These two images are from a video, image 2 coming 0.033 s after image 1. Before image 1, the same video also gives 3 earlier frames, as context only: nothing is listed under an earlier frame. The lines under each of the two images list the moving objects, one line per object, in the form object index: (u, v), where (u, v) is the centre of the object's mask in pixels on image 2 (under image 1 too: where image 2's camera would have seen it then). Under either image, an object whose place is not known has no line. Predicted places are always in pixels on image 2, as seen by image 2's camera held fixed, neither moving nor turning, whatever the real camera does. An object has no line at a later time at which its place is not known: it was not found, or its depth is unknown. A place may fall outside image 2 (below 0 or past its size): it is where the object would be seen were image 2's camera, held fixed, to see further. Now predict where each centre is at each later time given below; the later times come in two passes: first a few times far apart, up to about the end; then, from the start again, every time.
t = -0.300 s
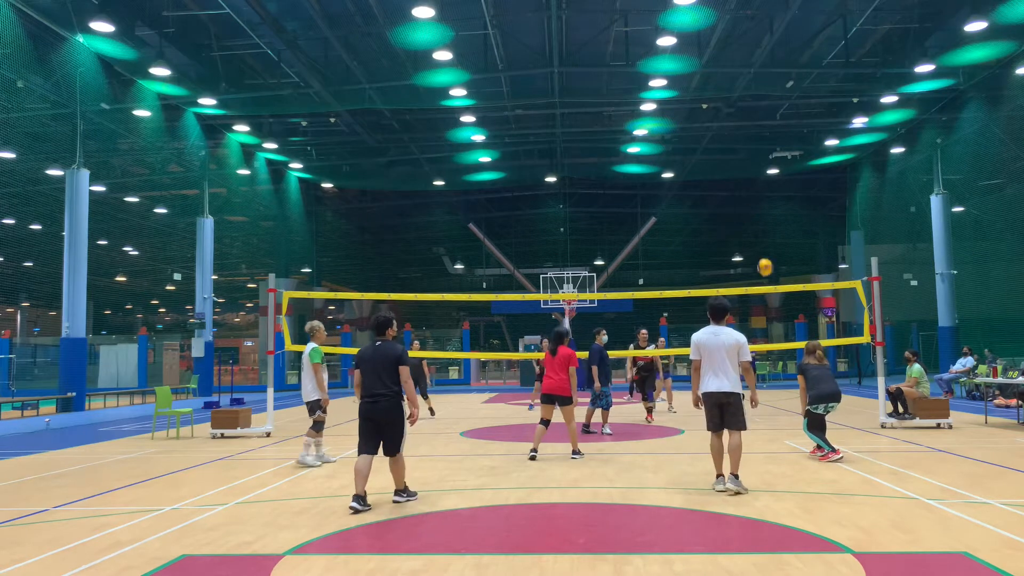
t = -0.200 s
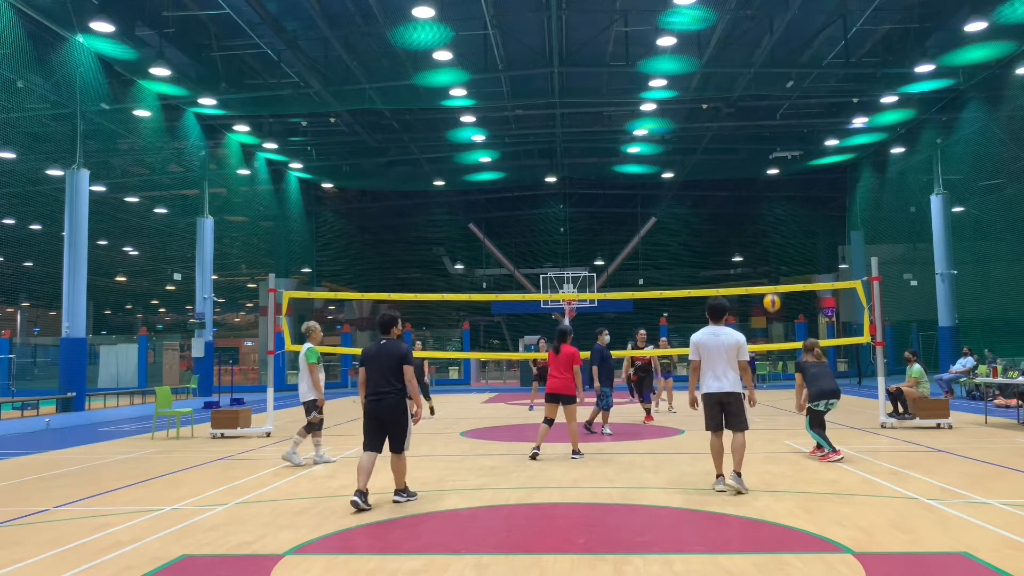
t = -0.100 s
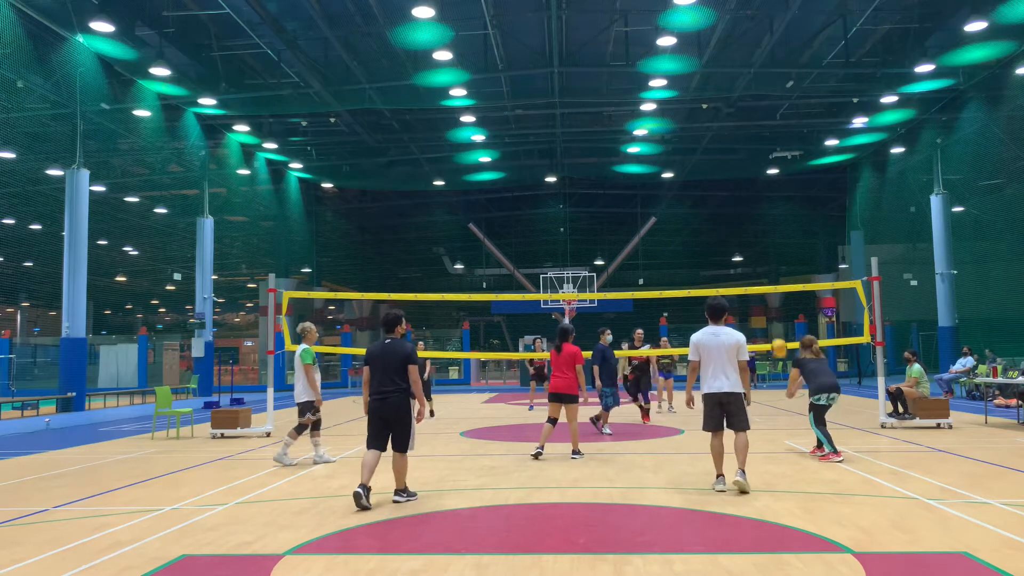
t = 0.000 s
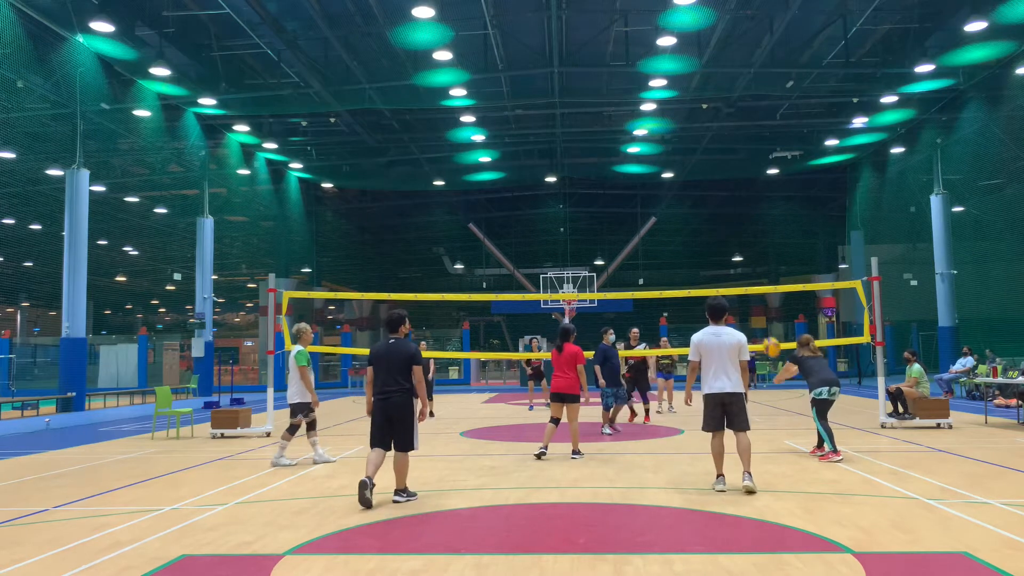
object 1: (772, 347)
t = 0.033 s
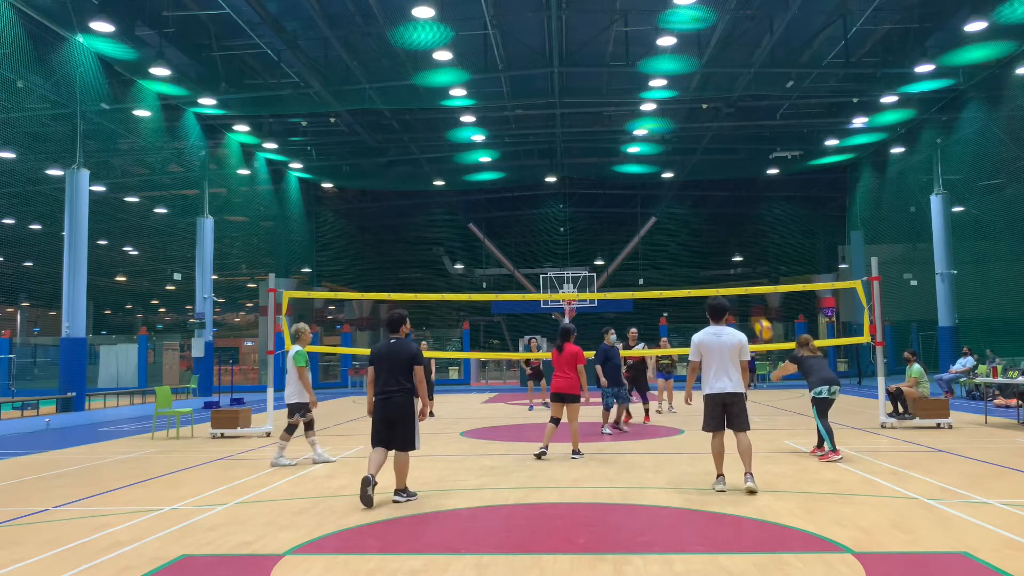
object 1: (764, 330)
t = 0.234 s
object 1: (724, 248)
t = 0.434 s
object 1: (690, 203)
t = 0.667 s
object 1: (655, 189)
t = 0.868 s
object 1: (629, 205)
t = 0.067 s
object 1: (757, 313)
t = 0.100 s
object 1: (750, 298)
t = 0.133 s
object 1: (742, 282)
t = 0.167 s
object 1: (736, 271)
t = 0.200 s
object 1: (730, 259)
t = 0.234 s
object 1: (724, 248)
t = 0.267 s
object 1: (717, 239)
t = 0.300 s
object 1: (712, 230)
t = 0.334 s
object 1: (706, 222)
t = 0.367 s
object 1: (701, 215)
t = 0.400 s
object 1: (695, 209)
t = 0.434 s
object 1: (690, 203)
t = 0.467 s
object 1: (685, 199)
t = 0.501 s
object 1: (680, 195)
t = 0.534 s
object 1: (675, 192)
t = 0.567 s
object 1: (670, 190)
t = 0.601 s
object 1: (665, 189)
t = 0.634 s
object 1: (660, 188)
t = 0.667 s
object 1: (655, 189)
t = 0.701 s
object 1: (651, 190)
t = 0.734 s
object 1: (646, 191)
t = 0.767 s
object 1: (642, 194)
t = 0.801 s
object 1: (638, 197)
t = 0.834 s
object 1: (634, 201)
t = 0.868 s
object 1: (629, 205)
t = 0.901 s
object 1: (625, 210)
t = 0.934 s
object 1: (621, 216)
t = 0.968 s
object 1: (617, 222)
